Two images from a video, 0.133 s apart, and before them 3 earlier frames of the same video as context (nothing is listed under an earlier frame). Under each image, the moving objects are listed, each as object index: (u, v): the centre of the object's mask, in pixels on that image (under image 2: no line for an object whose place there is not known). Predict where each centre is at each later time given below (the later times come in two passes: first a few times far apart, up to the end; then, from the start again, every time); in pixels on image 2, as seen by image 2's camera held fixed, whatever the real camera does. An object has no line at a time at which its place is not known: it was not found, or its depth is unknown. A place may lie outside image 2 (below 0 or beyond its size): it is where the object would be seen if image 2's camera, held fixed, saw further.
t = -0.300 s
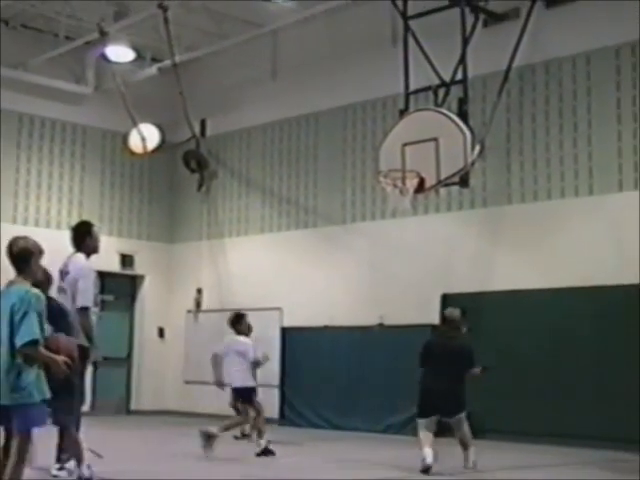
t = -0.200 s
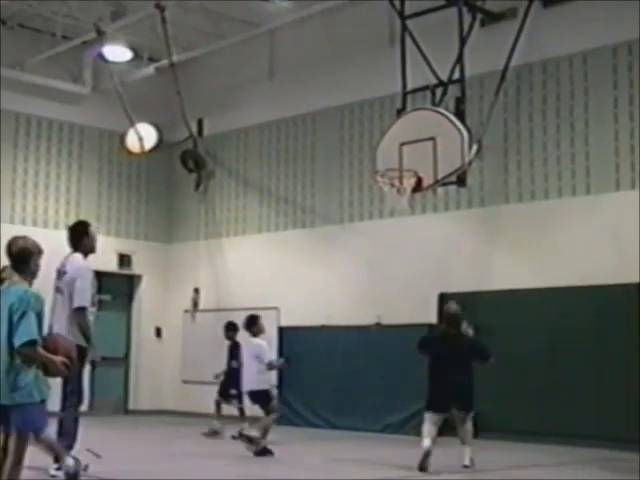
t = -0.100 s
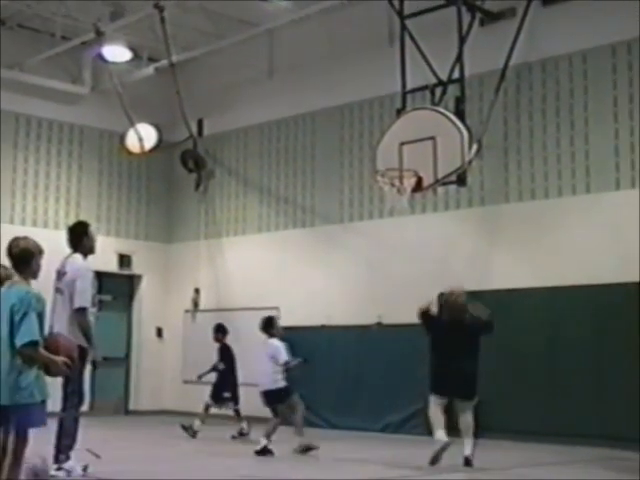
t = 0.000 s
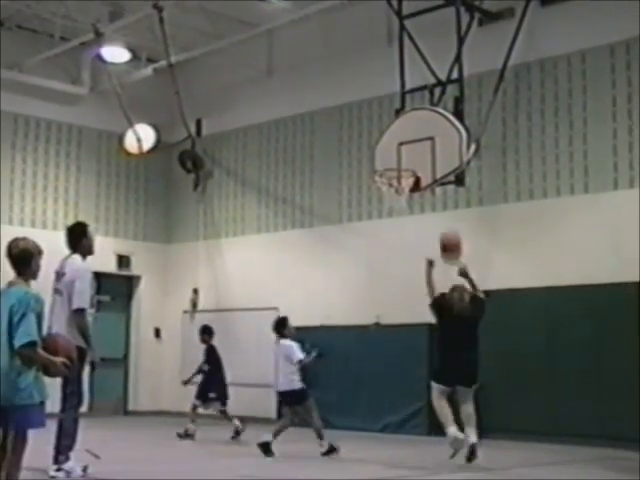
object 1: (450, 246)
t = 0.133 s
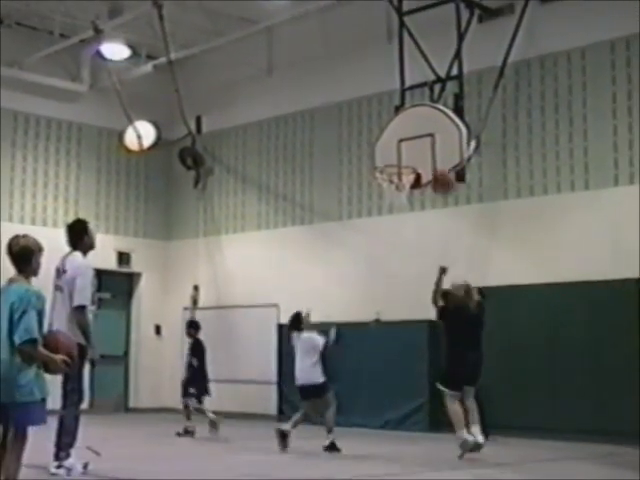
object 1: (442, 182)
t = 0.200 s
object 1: (439, 158)
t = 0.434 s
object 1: (428, 112)
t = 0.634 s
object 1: (420, 115)
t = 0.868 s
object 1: (411, 161)
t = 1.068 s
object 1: (393, 140)
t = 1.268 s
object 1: (374, 149)
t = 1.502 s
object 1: (355, 202)
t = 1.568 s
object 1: (350, 224)
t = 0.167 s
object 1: (441, 168)
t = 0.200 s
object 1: (439, 158)
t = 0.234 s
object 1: (437, 149)
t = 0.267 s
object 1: (436, 141)
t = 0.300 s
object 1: (434, 133)
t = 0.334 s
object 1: (432, 127)
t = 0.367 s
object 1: (431, 121)
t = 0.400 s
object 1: (430, 116)
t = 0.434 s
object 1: (428, 112)
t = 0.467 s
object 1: (427, 110)
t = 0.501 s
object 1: (426, 109)
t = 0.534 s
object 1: (424, 109)
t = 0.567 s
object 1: (423, 110)
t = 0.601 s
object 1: (421, 112)
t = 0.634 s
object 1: (420, 115)
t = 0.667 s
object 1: (418, 121)
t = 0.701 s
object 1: (417, 125)
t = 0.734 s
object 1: (417, 131)
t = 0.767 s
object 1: (415, 138)
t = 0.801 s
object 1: (414, 145)
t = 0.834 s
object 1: (413, 153)
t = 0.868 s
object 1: (411, 161)
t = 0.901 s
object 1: (408, 158)
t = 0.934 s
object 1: (405, 152)
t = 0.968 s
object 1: (402, 148)
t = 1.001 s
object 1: (400, 144)
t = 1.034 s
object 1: (396, 142)
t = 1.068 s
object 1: (393, 140)
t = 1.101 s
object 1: (390, 139)
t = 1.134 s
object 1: (387, 138)
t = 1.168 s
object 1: (384, 139)
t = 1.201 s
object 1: (382, 141)
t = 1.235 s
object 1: (378, 144)
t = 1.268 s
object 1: (374, 149)
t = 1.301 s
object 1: (371, 154)
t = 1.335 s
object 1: (369, 158)
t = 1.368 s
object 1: (367, 165)
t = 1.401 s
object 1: (363, 174)
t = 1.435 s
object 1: (361, 183)
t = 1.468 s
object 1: (358, 192)
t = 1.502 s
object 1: (355, 202)
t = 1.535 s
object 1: (353, 212)
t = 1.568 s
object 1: (350, 224)
